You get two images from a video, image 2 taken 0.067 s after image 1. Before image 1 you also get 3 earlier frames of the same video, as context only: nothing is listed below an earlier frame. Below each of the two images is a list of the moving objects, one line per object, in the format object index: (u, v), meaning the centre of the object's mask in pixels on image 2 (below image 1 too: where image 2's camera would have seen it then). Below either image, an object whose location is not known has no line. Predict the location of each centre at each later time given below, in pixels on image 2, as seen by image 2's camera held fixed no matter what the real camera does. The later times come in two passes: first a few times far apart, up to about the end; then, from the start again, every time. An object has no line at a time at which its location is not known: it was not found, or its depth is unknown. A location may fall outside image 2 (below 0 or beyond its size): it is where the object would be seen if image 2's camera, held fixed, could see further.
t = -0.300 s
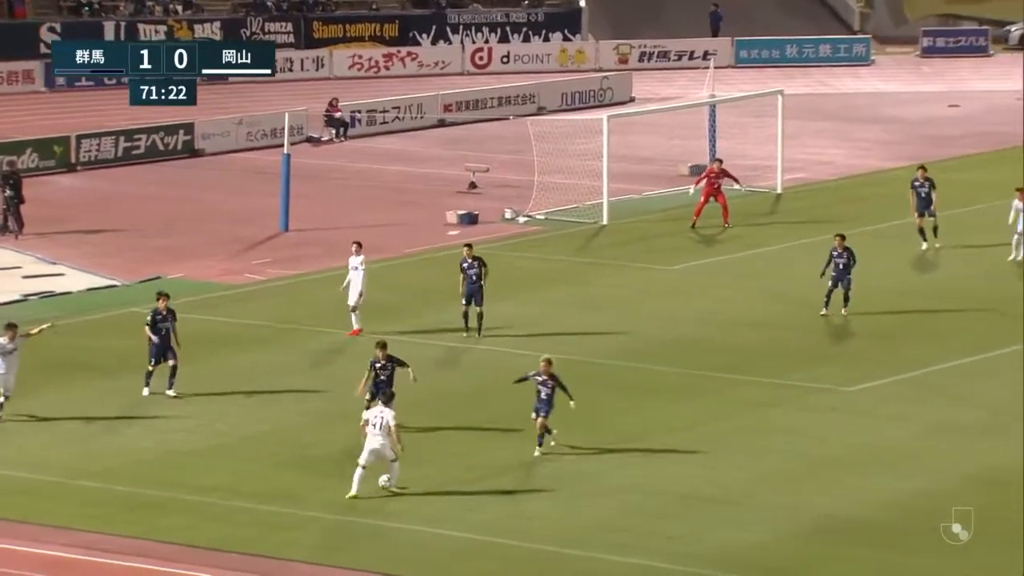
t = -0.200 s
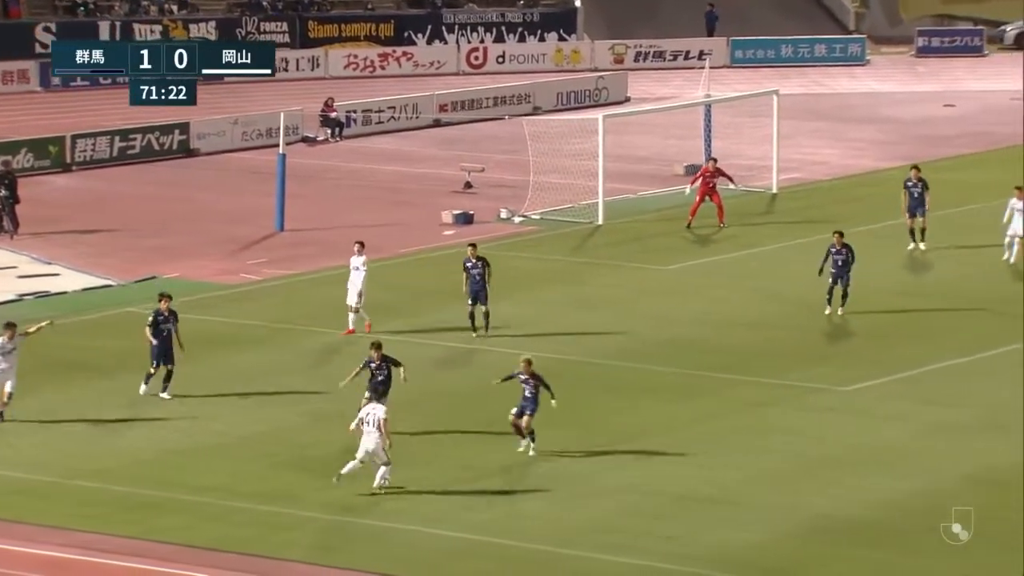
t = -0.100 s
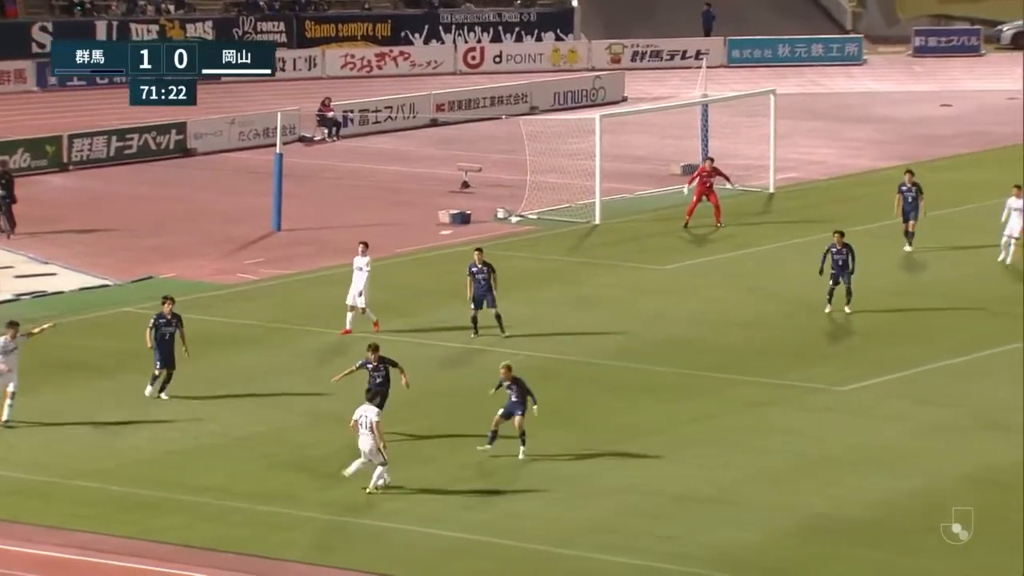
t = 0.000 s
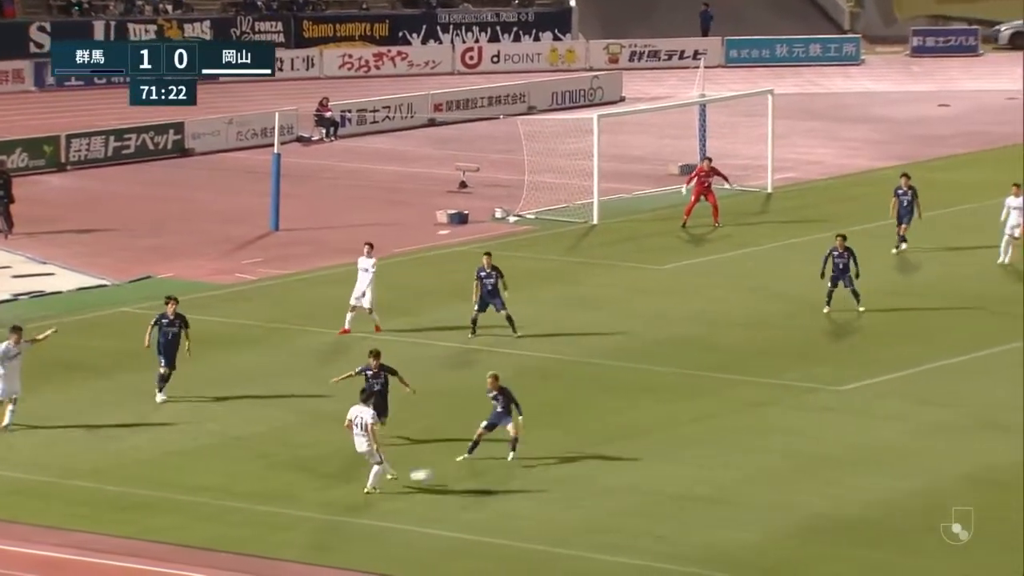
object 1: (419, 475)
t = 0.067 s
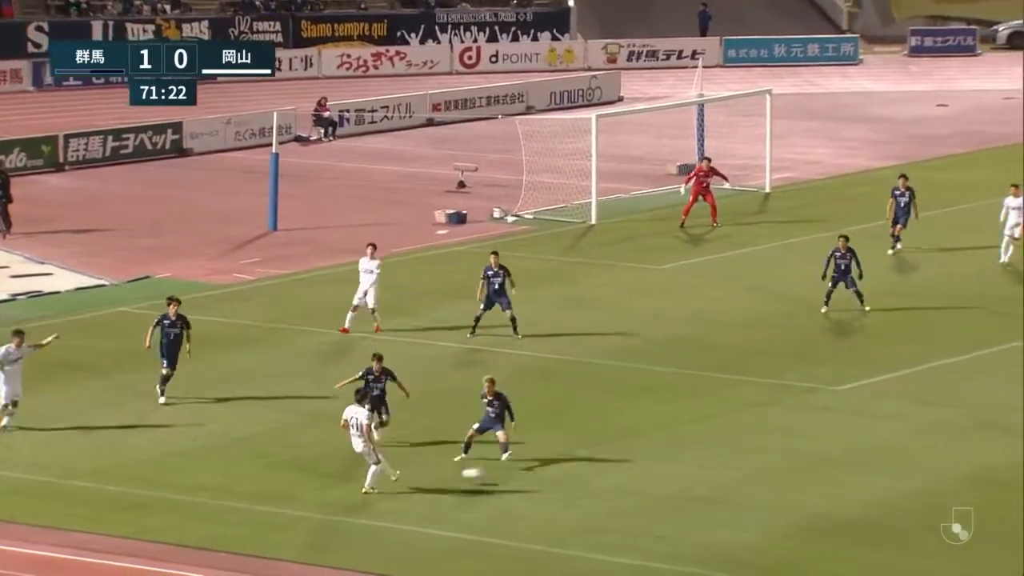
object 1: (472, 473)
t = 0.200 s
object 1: (578, 474)
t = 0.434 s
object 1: (738, 471)
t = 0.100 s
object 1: (499, 472)
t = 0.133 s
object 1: (524, 474)
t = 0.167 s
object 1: (551, 475)
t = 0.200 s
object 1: (578, 474)
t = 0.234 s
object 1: (600, 473)
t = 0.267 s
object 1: (625, 473)
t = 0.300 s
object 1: (649, 473)
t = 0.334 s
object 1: (672, 472)
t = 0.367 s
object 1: (694, 471)
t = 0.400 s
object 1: (717, 471)
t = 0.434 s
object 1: (738, 471)
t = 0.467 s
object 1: (760, 471)
